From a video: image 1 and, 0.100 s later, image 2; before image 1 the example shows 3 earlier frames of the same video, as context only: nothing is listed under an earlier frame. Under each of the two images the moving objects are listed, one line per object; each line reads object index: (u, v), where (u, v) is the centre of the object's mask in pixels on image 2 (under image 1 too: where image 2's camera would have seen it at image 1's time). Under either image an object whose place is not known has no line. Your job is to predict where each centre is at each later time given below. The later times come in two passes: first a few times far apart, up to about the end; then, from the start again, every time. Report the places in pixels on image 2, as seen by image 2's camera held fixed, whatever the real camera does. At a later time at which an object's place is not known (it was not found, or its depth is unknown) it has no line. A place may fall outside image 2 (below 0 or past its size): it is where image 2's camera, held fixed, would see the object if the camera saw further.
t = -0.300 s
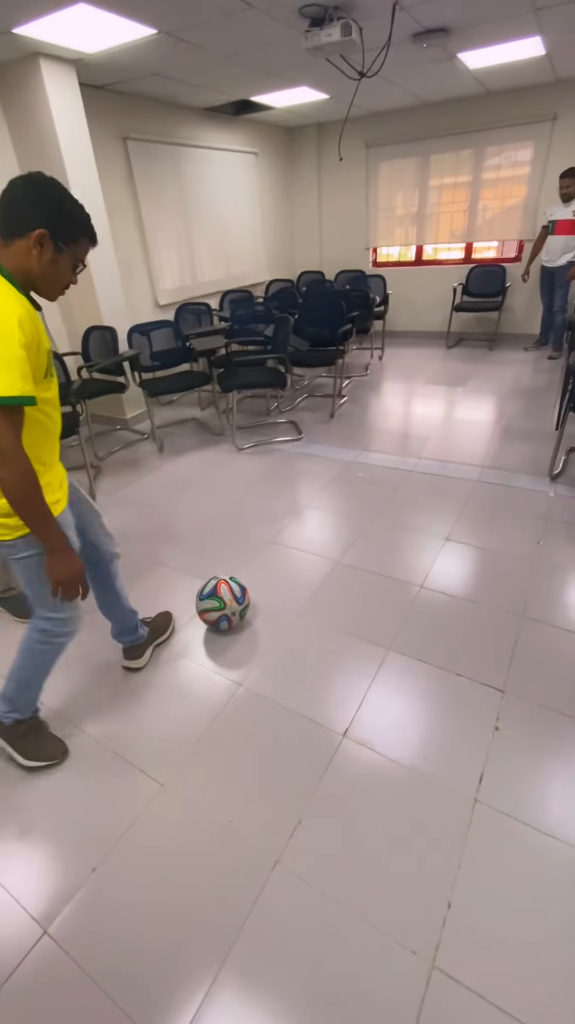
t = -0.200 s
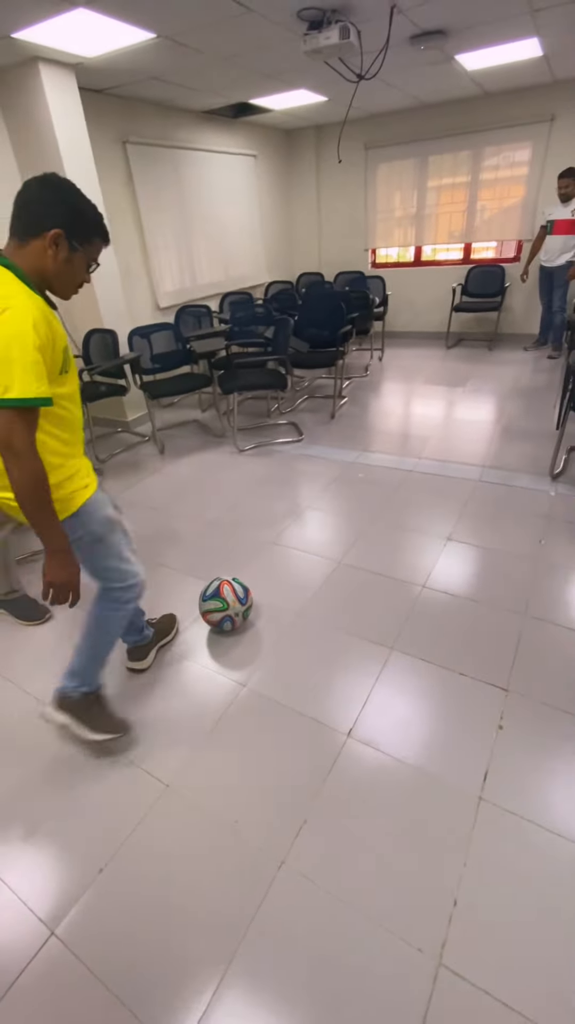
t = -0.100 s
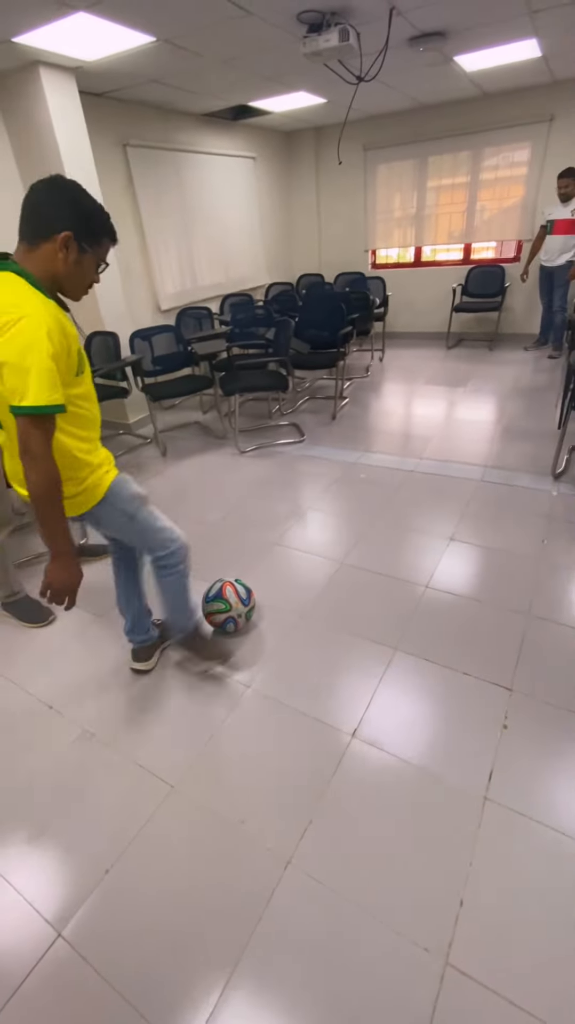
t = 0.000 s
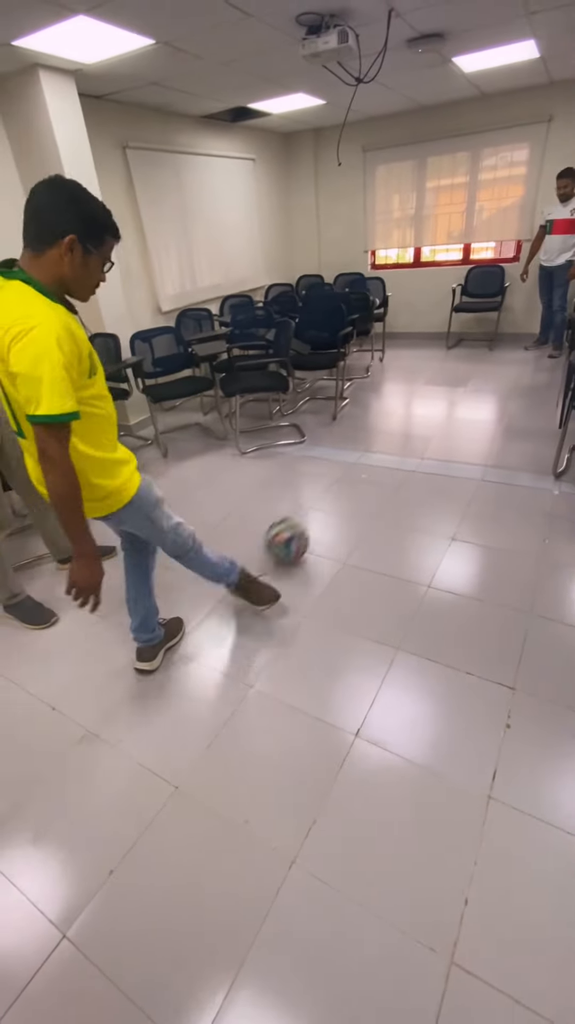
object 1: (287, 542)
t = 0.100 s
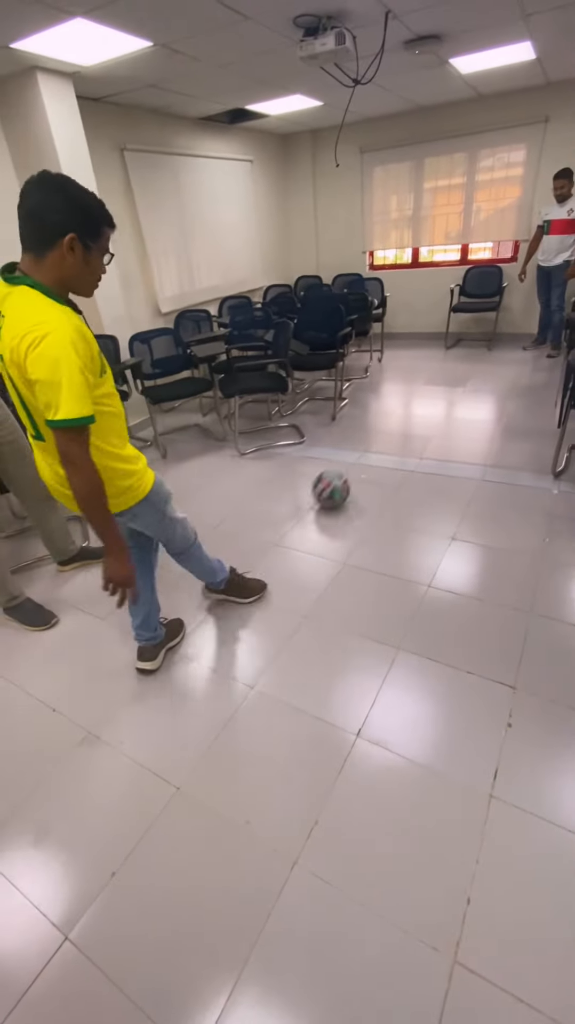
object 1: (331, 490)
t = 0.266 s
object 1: (373, 439)
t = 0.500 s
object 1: (405, 397)
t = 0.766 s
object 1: (428, 366)
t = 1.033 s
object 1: (443, 344)
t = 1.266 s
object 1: (444, 340)
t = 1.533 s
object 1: (445, 361)
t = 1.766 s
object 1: (445, 377)
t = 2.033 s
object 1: (448, 385)
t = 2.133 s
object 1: (449, 388)
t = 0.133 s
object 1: (341, 477)
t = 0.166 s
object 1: (350, 466)
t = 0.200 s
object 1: (359, 456)
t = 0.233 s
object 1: (366, 447)
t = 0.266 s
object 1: (373, 439)
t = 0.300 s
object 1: (379, 432)
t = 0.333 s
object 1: (384, 425)
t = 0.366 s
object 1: (389, 418)
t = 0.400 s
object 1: (393, 412)
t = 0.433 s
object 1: (397, 407)
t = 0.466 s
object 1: (401, 402)
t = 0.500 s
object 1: (405, 397)
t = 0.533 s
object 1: (408, 393)
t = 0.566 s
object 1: (412, 387)
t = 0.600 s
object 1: (415, 383)
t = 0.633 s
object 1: (418, 380)
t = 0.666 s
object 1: (421, 377)
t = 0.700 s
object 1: (423, 372)
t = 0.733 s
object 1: (425, 369)
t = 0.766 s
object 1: (428, 366)
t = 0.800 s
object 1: (430, 364)
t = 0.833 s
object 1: (432, 360)
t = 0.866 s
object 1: (435, 357)
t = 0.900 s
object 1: (436, 354)
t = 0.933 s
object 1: (438, 351)
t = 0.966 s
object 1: (439, 349)
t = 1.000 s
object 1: (441, 347)
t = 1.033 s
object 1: (443, 344)
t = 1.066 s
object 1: (443, 341)
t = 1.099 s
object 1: (444, 337)
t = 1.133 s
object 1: (445, 337)
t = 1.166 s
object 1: (445, 336)
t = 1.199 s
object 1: (445, 337)
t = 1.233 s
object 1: (445, 338)
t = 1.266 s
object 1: (444, 340)
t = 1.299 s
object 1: (444, 344)
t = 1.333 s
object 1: (444, 348)
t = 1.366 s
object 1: (444, 355)
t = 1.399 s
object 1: (444, 362)
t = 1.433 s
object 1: (443, 368)
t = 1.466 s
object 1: (444, 364)
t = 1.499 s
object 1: (444, 362)
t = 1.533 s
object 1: (445, 361)
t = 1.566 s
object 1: (445, 360)
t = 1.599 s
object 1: (445, 361)
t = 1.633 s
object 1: (445, 363)
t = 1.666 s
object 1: (445, 366)
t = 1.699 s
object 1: (445, 371)
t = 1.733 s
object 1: (445, 377)
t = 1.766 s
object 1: (445, 377)
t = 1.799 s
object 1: (445, 375)
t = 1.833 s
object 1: (446, 374)
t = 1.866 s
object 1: (446, 375)
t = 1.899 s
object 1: (447, 377)
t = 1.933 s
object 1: (446, 381)
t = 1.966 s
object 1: (447, 385)
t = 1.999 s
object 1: (447, 387)
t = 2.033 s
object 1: (448, 385)
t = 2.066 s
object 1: (448, 385)
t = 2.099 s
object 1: (449, 386)
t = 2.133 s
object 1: (449, 388)
